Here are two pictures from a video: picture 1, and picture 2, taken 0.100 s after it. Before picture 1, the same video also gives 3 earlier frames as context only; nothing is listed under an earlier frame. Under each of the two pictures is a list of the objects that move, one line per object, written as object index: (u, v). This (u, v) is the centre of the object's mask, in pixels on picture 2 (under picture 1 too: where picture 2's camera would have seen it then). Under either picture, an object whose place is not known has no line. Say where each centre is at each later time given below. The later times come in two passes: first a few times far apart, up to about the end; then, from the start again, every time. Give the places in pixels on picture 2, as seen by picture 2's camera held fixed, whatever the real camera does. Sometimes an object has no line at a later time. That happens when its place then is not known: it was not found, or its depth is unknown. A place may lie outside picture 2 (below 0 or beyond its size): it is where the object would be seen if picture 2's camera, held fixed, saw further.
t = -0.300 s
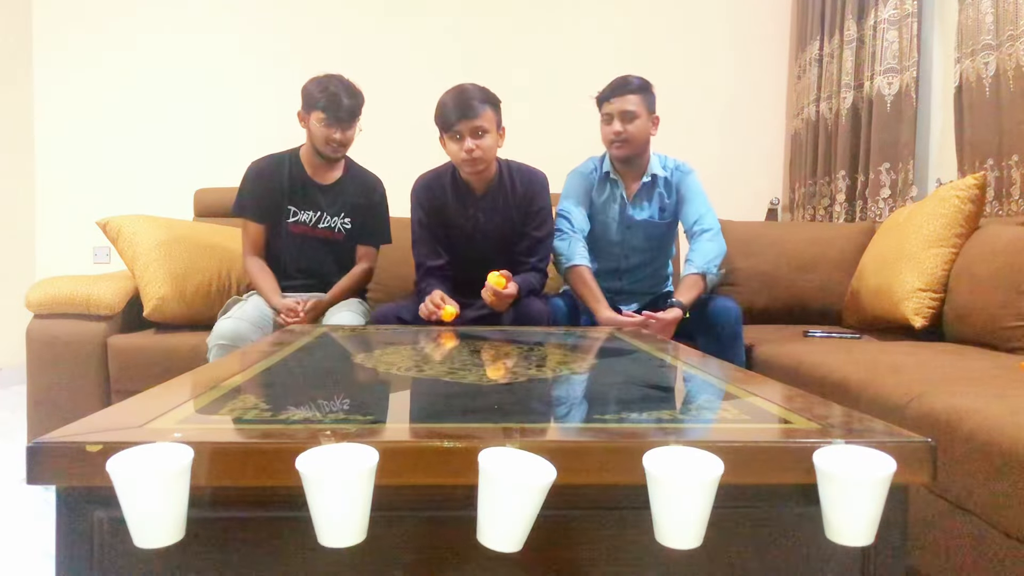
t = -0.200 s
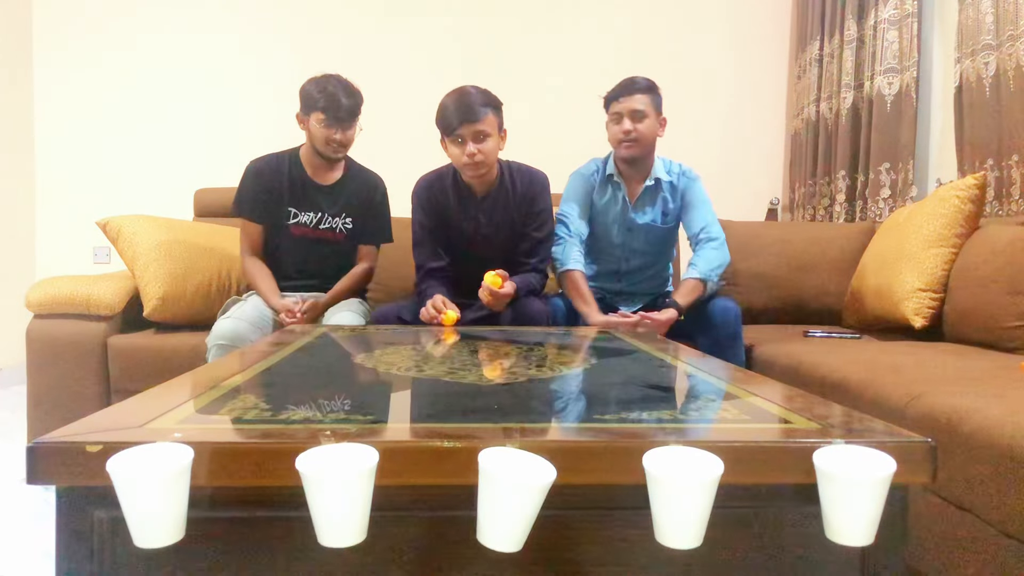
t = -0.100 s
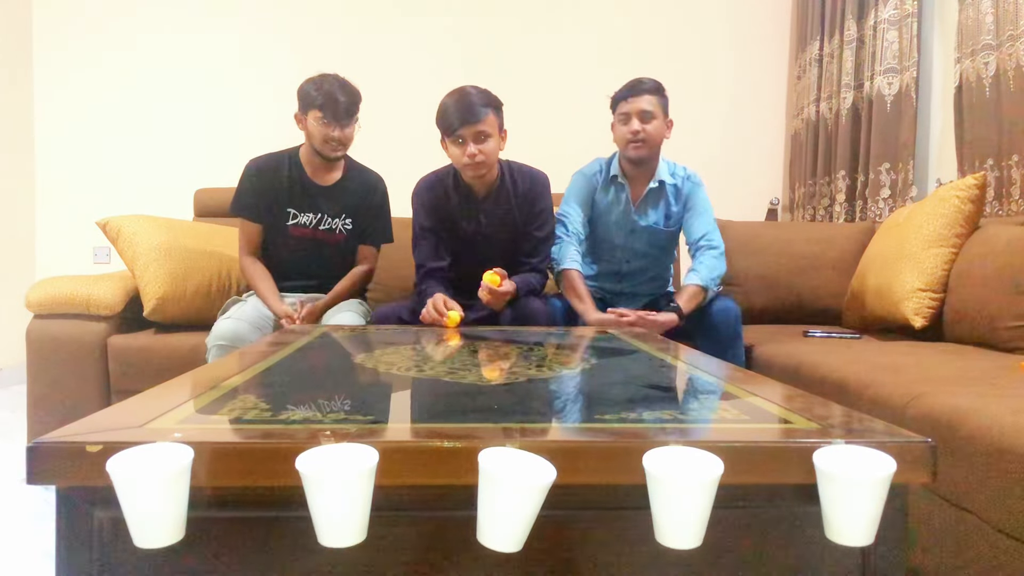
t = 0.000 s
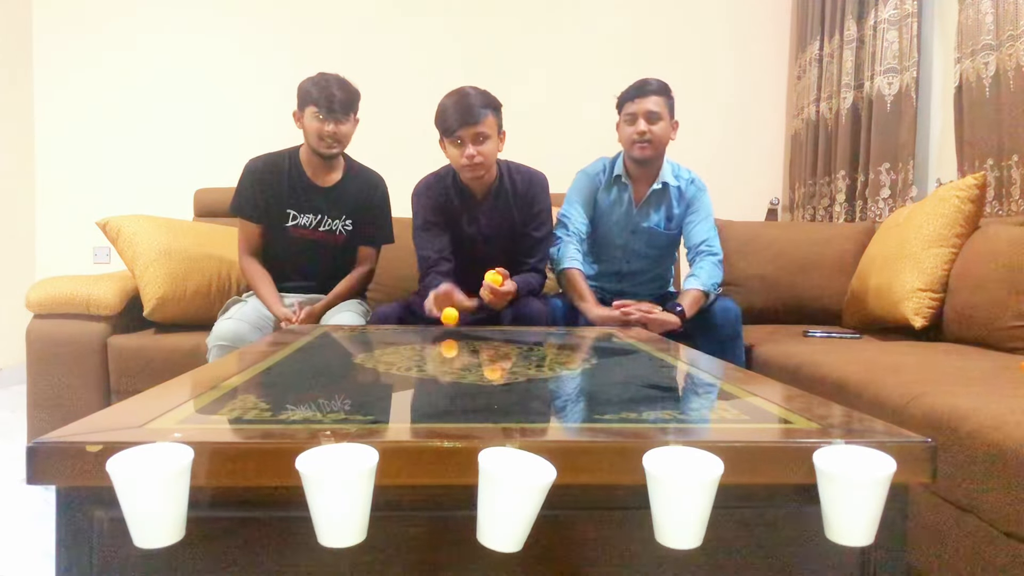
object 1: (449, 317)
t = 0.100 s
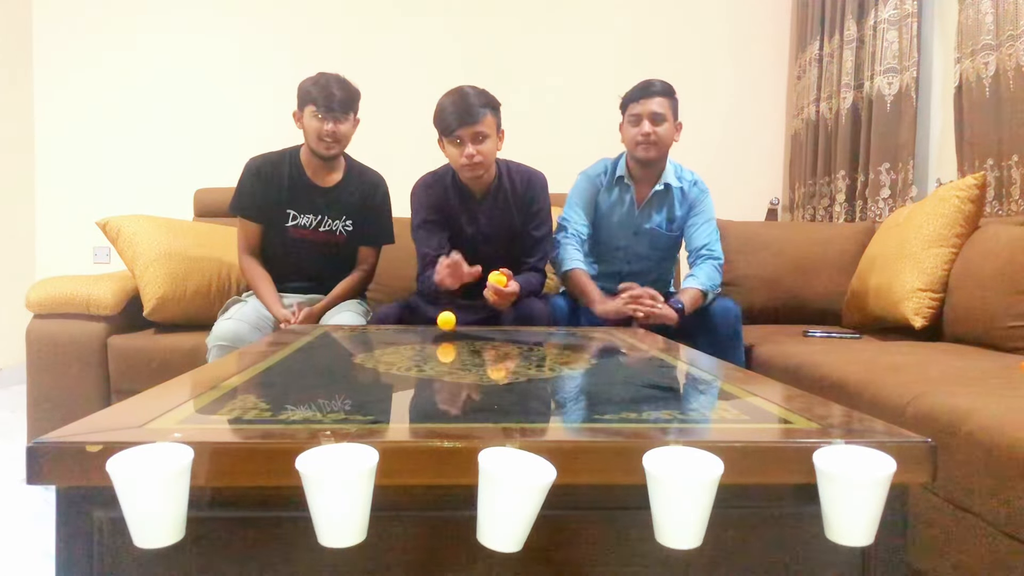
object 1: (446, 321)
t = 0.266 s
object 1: (439, 330)
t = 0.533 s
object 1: (420, 340)
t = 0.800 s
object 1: (389, 350)
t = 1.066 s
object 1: (348, 361)
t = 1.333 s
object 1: (298, 372)
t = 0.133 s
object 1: (445, 325)
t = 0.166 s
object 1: (443, 327)
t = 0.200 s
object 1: (442, 326)
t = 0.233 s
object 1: (440, 329)
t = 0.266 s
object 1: (439, 330)
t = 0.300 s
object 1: (437, 330)
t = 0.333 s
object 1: (435, 333)
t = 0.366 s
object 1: (433, 333)
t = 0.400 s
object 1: (430, 335)
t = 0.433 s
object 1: (428, 336)
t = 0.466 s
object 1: (425, 338)
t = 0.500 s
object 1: (423, 339)
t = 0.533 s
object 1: (420, 340)
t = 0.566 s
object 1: (416, 342)
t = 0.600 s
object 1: (413, 343)
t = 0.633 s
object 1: (409, 344)
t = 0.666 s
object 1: (406, 345)
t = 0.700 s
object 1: (402, 346)
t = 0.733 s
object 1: (398, 348)
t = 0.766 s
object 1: (393, 349)
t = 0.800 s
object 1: (389, 350)
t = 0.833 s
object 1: (384, 351)
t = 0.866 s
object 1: (380, 353)
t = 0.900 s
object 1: (375, 354)
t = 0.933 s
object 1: (369, 355)
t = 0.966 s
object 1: (364, 357)
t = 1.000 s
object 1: (359, 358)
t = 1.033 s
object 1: (353, 359)
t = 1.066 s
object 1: (348, 361)
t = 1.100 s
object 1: (339, 362)
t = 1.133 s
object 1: (330, 364)
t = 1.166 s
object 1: (325, 365)
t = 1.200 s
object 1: (319, 366)
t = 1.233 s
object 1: (314, 368)
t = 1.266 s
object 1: (311, 369)
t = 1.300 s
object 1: (305, 371)
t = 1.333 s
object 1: (298, 372)
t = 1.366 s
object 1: (291, 374)
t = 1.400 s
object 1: (284, 376)
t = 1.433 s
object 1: (277, 377)
